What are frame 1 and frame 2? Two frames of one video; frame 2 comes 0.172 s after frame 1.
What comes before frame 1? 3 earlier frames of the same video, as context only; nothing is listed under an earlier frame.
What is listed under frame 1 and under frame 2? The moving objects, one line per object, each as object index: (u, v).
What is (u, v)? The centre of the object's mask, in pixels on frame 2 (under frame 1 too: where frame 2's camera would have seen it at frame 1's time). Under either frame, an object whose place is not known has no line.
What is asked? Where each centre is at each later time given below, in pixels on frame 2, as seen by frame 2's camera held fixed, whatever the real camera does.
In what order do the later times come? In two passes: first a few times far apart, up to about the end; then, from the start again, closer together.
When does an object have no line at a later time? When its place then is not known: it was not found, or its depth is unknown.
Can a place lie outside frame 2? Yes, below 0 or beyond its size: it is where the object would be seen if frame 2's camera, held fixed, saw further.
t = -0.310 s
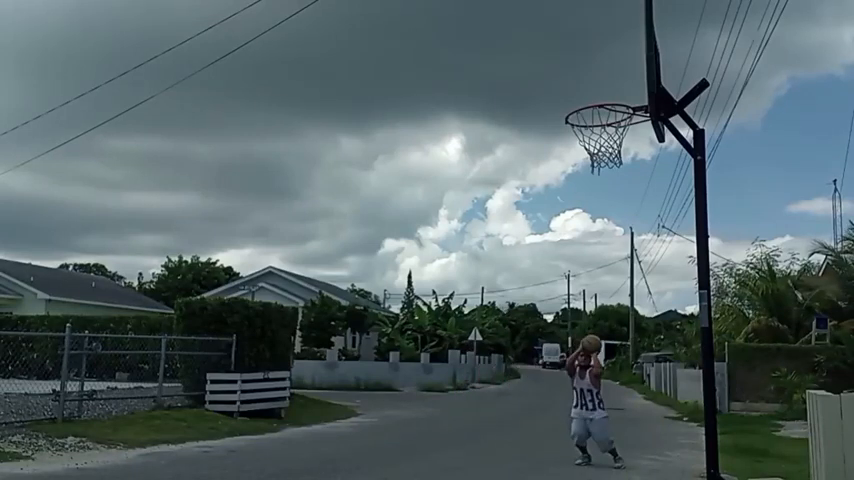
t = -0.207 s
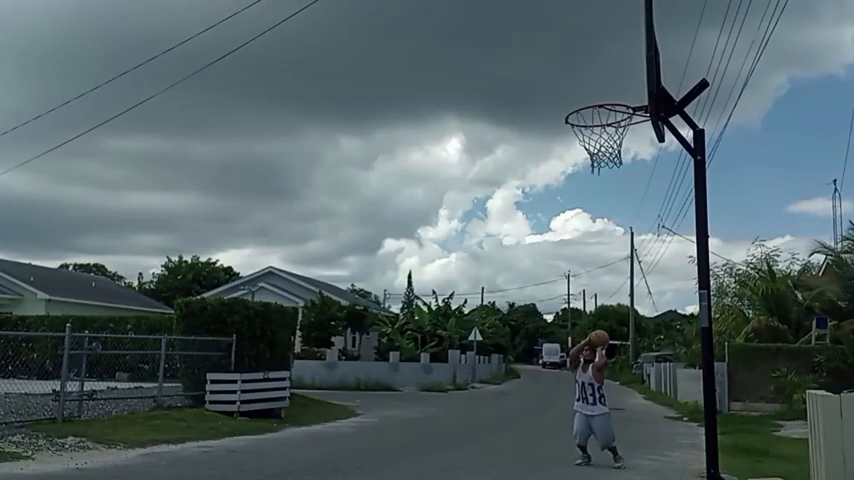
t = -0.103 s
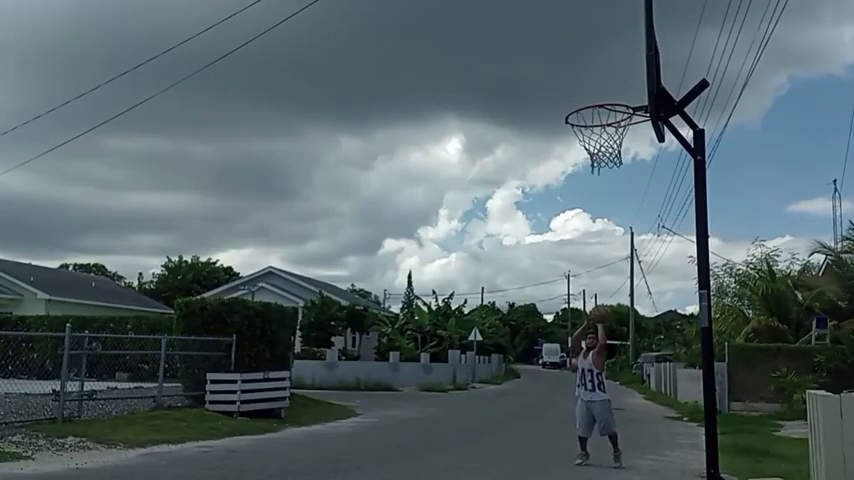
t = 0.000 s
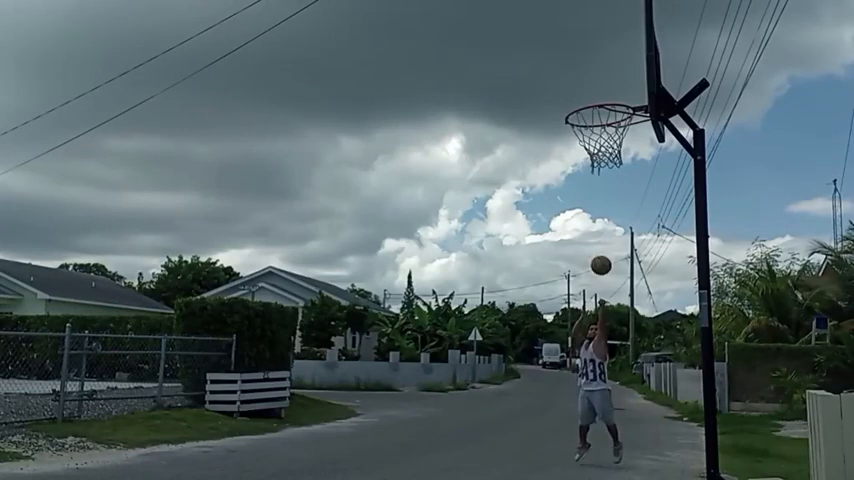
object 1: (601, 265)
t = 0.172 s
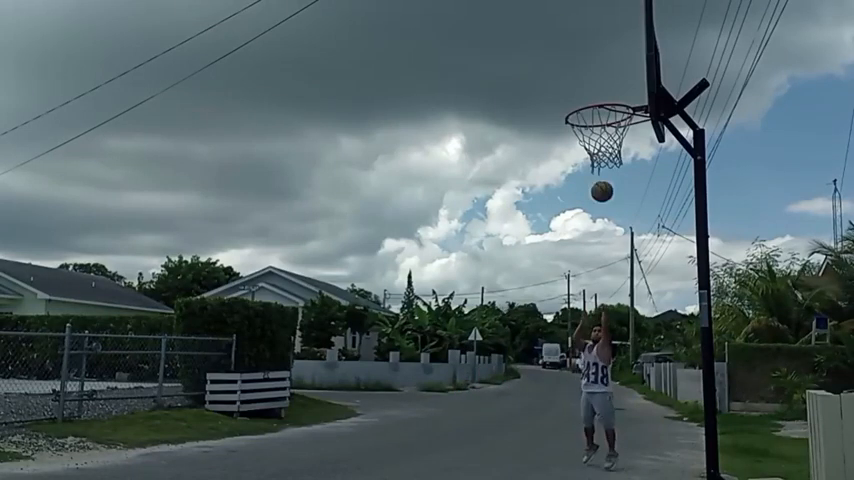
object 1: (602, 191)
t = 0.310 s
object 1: (603, 142)
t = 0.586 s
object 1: (606, 79)
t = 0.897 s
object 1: (610, 89)
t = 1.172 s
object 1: (619, 94)
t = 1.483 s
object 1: (610, 98)
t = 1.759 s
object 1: (569, 158)
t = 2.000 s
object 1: (535, 272)
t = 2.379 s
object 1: (493, 451)
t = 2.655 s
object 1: (486, 322)
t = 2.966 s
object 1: (478, 297)
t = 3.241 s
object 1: (468, 377)
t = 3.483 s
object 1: (464, 471)
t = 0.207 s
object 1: (602, 178)
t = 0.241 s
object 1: (602, 166)
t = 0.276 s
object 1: (603, 154)
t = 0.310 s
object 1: (603, 142)
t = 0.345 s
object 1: (604, 132)
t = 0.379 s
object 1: (604, 122)
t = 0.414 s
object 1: (604, 114)
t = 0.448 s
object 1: (605, 104)
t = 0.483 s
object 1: (605, 97)
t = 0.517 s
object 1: (606, 90)
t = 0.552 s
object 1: (606, 84)
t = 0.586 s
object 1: (606, 79)
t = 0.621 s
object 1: (607, 75)
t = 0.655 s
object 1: (607, 73)
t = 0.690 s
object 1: (607, 71)
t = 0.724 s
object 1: (608, 71)
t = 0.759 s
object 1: (608, 71)
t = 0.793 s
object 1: (609, 74)
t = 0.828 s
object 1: (609, 78)
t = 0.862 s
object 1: (609, 83)
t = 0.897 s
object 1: (610, 89)
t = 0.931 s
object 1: (610, 99)
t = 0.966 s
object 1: (601, 106)
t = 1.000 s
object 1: (586, 112)
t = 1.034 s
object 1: (588, 112)
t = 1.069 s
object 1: (600, 108)
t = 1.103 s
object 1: (612, 104)
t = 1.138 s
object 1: (618, 99)
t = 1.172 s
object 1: (619, 94)
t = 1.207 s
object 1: (619, 87)
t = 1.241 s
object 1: (619, 86)
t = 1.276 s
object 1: (620, 85)
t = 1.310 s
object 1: (620, 87)
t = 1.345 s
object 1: (621, 89)
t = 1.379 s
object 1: (621, 93)
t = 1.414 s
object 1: (620, 97)
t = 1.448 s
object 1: (615, 97)
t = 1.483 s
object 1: (610, 98)
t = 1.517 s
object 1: (605, 101)
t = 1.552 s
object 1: (600, 106)
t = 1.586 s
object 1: (595, 112)
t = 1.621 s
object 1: (589, 119)
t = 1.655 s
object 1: (584, 128)
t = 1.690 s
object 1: (579, 138)
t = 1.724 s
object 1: (574, 148)
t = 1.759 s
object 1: (569, 158)
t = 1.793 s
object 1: (564, 170)
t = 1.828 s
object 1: (559, 183)
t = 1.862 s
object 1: (554, 198)
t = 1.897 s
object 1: (549, 214)
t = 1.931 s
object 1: (545, 232)
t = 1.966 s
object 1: (540, 252)
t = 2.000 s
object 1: (535, 272)
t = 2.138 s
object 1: (517, 372)
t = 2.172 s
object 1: (513, 402)
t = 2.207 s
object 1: (508, 433)
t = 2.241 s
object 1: (503, 464)
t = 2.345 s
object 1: (494, 470)
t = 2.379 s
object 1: (493, 451)
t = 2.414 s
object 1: (492, 429)
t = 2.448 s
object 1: (492, 409)
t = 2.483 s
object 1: (491, 389)
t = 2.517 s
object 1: (490, 373)
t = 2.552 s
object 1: (489, 358)
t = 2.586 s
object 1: (488, 344)
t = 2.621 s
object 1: (487, 333)
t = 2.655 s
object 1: (486, 322)
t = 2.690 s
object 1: (485, 313)
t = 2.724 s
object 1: (485, 306)
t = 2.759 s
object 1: (484, 299)
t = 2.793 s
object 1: (483, 296)
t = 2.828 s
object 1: (482, 293)
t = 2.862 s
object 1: (481, 291)
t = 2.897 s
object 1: (480, 292)
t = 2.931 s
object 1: (479, 294)
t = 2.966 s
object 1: (478, 297)
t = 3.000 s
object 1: (477, 302)
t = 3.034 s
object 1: (475, 308)
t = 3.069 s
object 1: (474, 316)
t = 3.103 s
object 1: (474, 325)
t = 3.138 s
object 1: (473, 337)
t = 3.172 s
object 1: (472, 348)
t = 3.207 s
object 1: (472, 362)
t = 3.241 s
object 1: (468, 377)
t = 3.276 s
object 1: (469, 393)
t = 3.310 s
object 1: (469, 411)
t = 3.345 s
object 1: (468, 429)
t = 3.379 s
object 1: (466, 449)
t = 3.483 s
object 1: (464, 471)
